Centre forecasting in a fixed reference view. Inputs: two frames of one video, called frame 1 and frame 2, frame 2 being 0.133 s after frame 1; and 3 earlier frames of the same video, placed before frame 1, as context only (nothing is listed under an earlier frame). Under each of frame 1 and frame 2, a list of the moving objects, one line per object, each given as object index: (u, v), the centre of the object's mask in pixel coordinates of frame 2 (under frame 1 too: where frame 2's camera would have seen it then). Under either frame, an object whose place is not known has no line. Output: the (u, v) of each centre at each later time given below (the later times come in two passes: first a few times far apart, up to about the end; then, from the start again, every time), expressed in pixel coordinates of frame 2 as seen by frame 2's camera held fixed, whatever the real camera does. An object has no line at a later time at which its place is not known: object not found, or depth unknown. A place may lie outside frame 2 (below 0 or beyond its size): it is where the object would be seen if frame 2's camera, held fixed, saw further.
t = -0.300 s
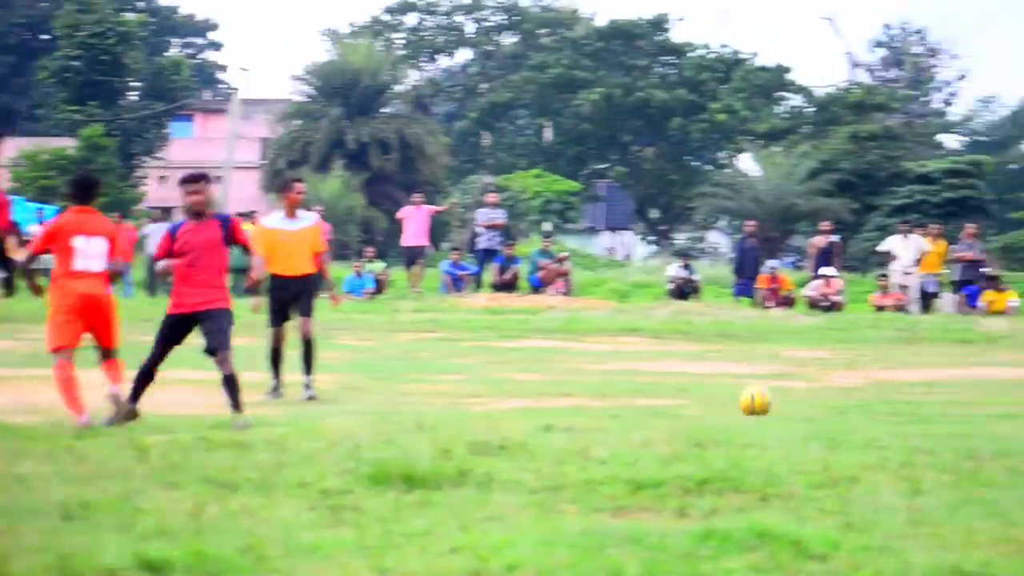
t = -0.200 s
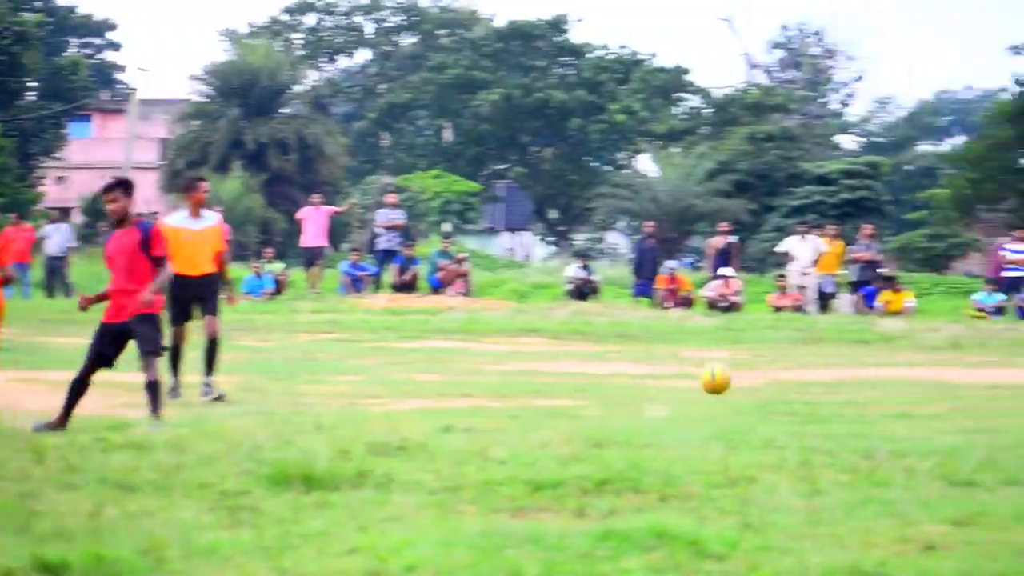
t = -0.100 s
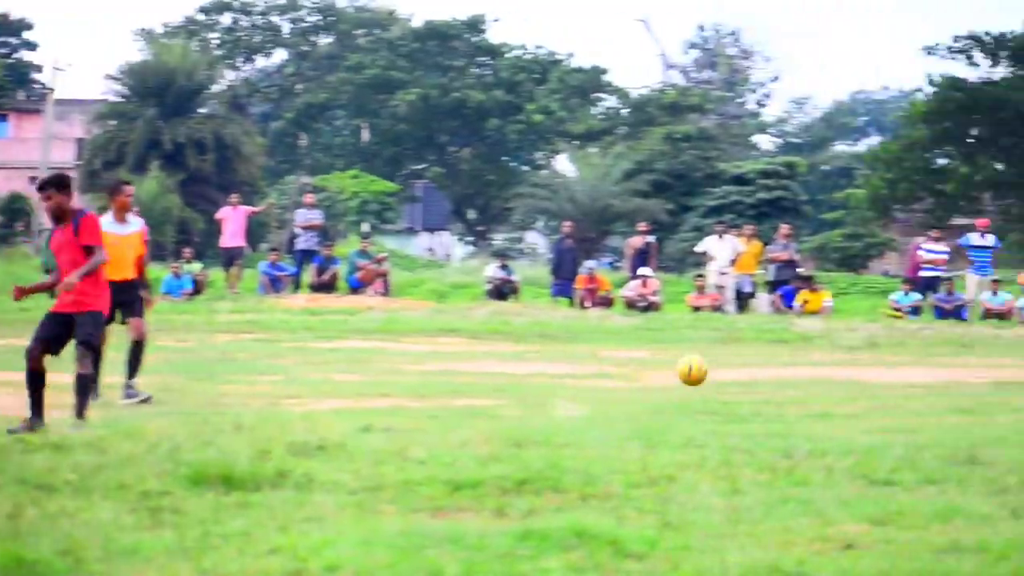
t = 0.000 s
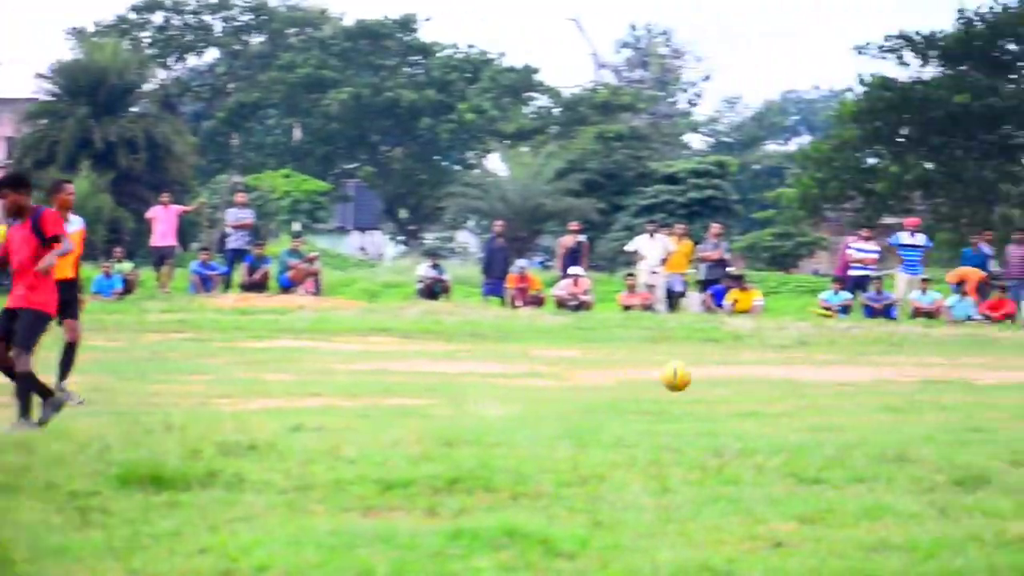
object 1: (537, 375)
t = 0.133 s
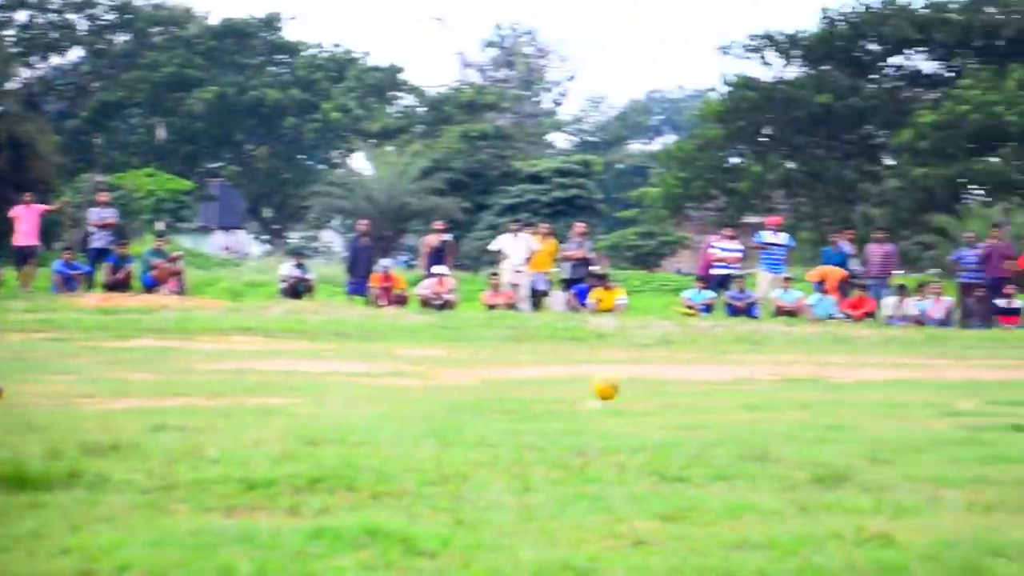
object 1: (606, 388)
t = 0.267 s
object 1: (671, 376)
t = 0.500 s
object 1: (773, 388)
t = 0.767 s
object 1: (880, 377)
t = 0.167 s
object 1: (623, 382)
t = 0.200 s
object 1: (639, 377)
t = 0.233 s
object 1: (655, 375)
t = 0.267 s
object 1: (671, 376)
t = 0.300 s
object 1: (687, 378)
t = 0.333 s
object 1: (702, 381)
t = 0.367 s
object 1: (717, 386)
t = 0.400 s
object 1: (732, 391)
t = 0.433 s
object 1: (747, 393)
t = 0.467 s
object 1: (760, 391)
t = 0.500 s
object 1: (773, 388)
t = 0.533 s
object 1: (788, 387)
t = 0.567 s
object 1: (801, 387)
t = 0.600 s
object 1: (815, 389)
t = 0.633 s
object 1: (829, 388)
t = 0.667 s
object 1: (843, 384)
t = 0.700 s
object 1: (855, 379)
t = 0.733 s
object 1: (868, 377)
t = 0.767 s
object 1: (880, 377)
